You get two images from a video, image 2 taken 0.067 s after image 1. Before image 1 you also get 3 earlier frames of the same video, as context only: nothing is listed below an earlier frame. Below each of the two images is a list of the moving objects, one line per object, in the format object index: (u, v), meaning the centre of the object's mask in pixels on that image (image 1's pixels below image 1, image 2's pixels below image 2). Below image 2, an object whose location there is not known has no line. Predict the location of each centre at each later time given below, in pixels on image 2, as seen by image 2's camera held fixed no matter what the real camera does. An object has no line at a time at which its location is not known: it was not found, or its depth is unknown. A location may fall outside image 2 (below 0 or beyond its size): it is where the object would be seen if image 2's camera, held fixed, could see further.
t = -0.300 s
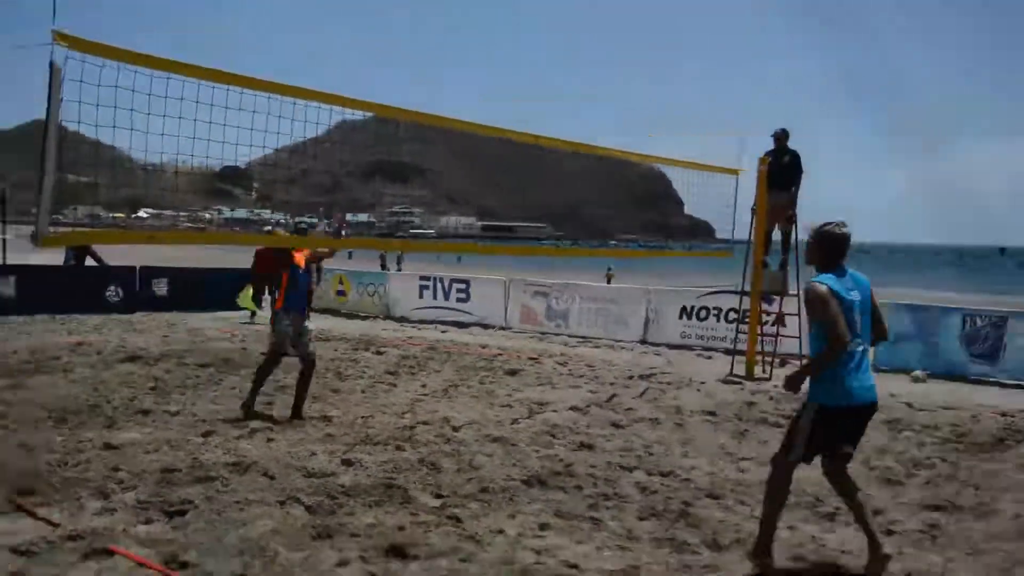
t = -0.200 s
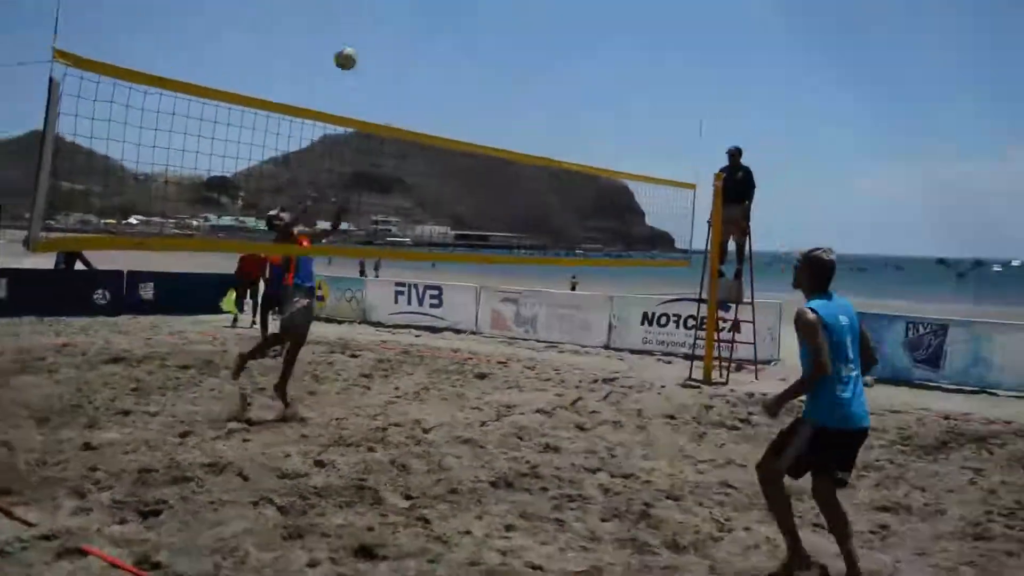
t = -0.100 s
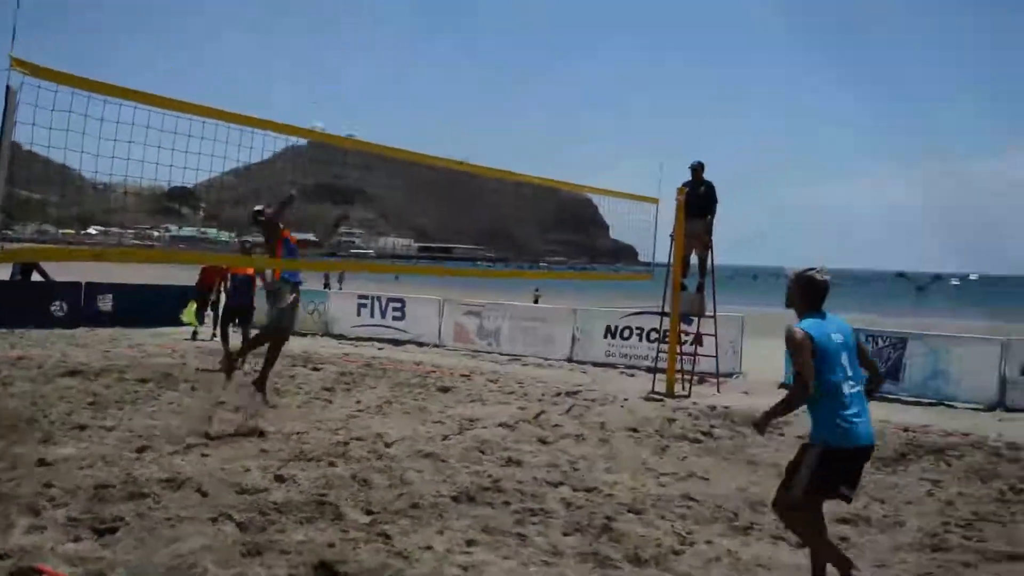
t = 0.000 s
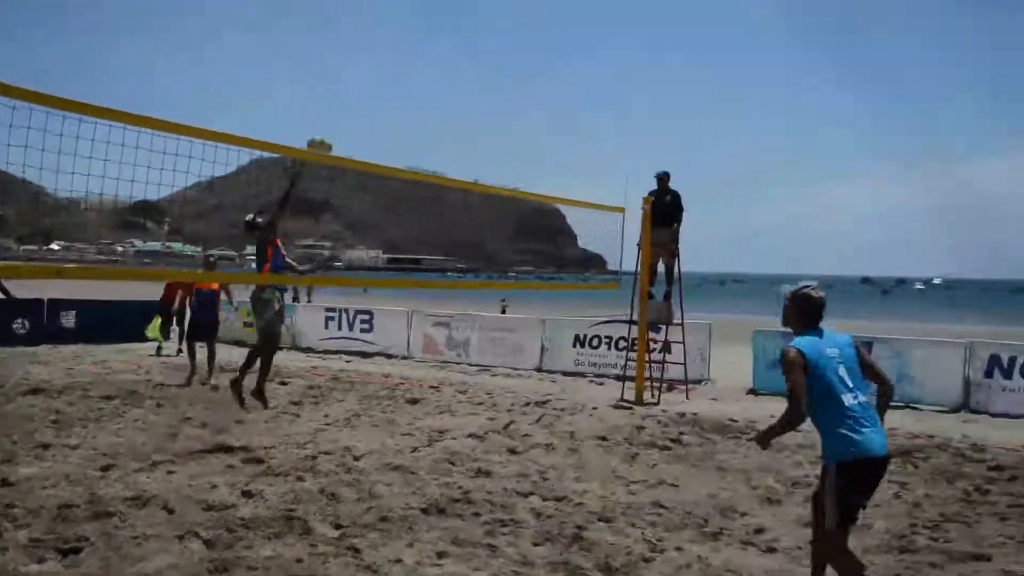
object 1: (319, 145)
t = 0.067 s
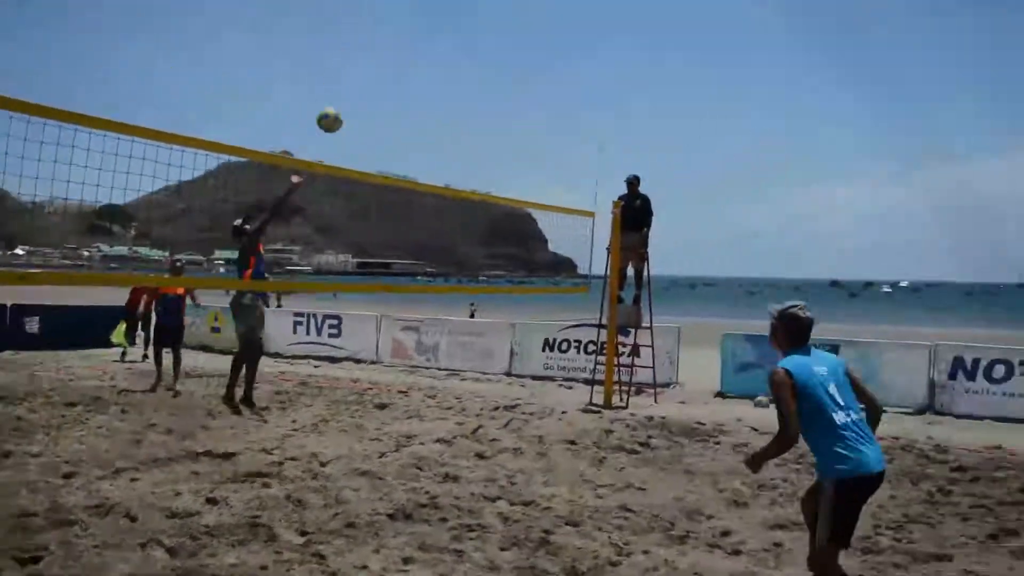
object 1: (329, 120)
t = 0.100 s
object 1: (350, 105)
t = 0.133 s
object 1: (371, 92)
